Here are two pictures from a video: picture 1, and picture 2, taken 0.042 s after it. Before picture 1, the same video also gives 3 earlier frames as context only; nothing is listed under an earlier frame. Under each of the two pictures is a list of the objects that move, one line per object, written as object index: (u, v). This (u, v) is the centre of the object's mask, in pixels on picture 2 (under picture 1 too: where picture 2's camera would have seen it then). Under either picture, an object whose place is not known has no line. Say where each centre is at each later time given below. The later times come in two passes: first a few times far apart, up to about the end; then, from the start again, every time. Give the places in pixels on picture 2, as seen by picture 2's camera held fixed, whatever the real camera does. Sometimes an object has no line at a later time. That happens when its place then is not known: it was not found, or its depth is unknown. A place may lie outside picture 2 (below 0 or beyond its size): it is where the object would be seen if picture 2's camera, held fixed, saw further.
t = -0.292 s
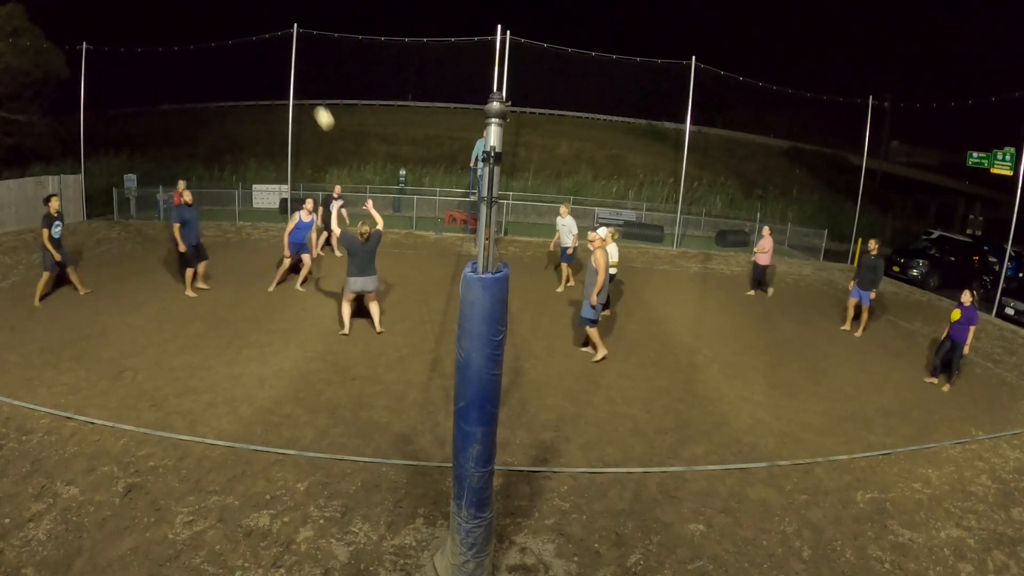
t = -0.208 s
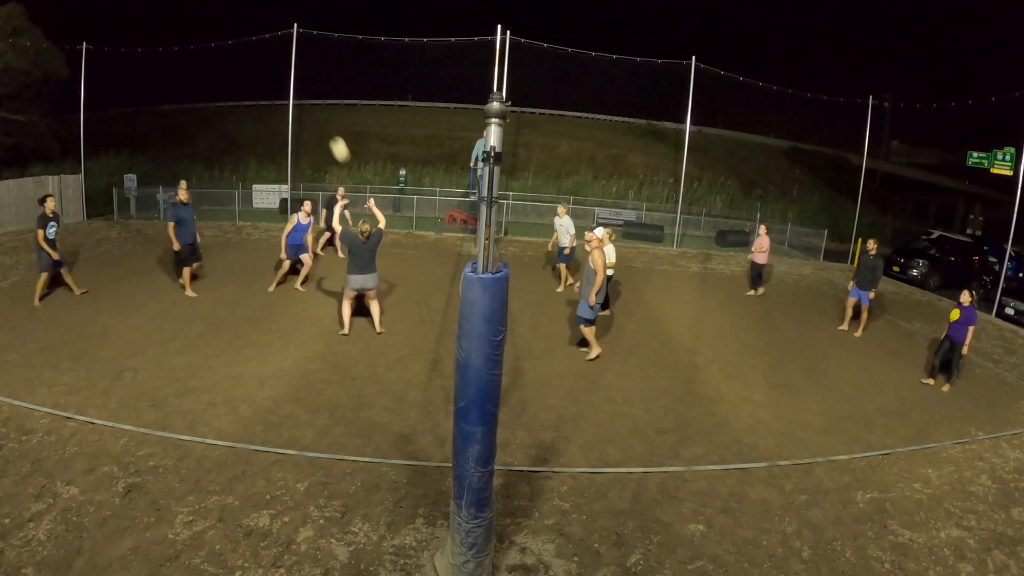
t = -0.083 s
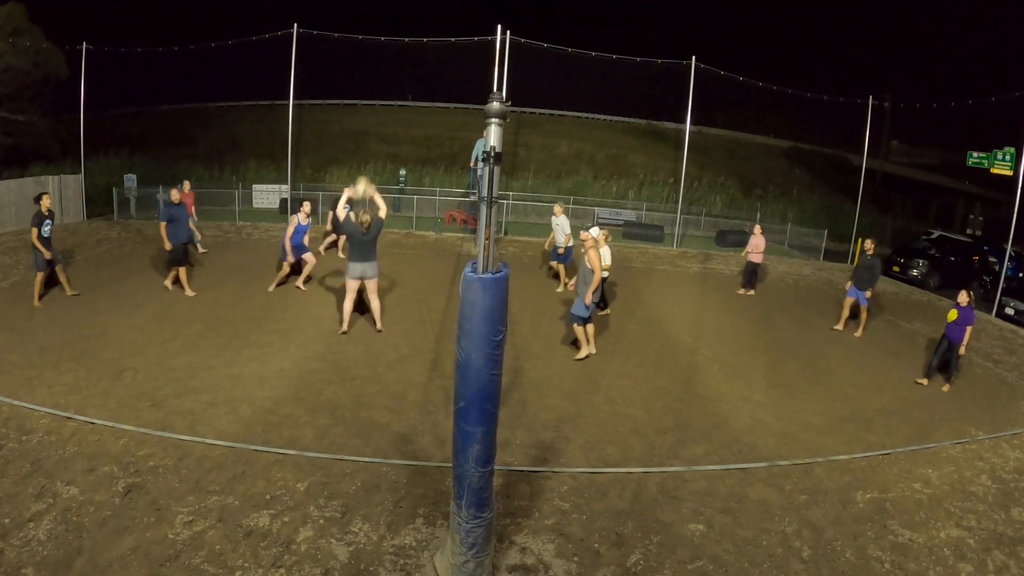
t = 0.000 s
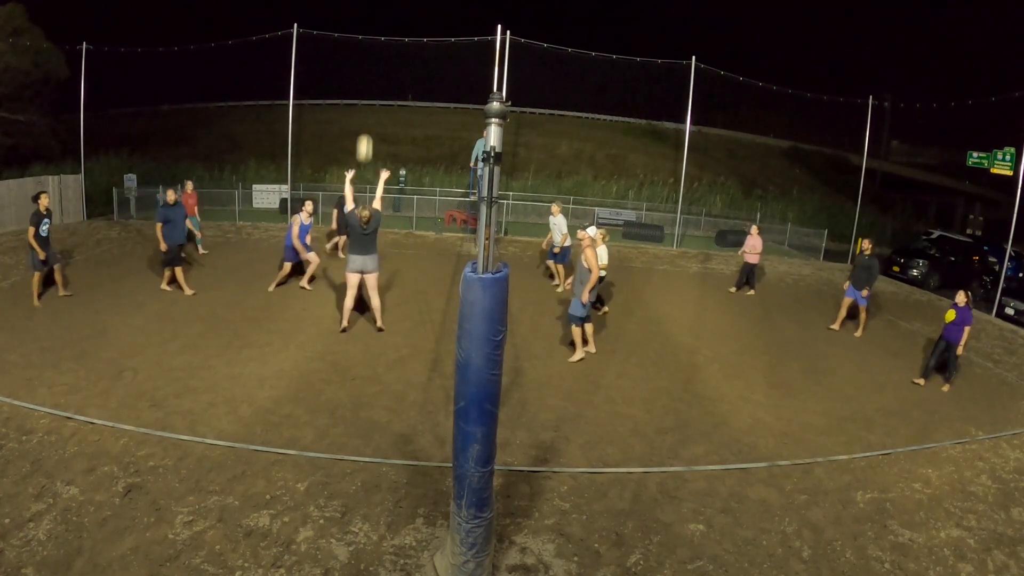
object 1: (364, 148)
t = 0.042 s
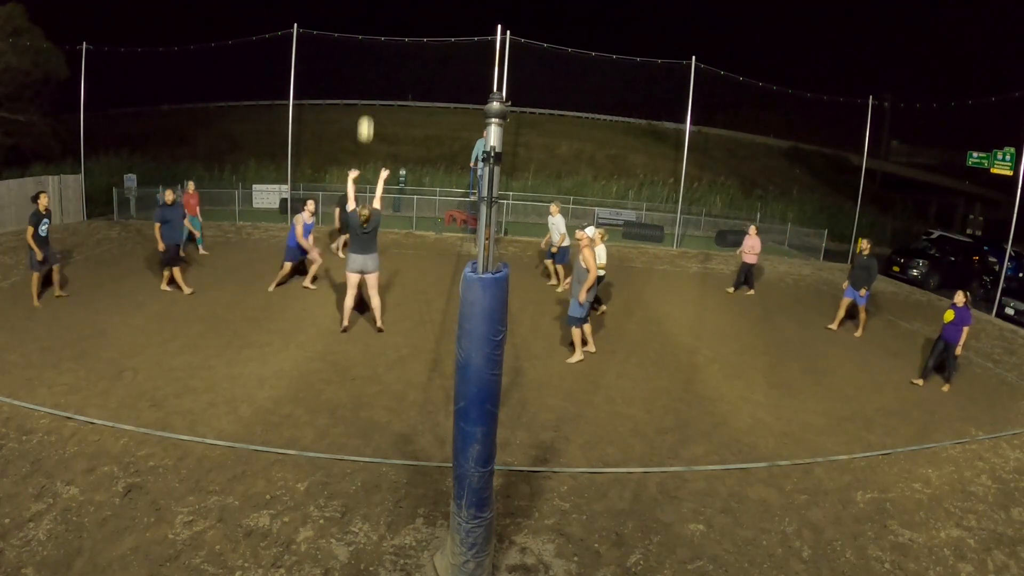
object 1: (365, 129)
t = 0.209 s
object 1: (370, 68)
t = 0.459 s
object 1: (377, 21)
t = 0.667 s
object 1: (380, 17)
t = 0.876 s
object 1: (380, 42)
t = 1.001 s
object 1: (379, 72)
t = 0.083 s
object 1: (366, 112)
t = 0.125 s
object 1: (367, 96)
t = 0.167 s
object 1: (369, 81)
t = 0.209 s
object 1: (370, 68)
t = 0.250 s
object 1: (371, 57)
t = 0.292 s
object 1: (372, 47)
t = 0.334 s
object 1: (374, 39)
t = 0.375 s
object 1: (375, 31)
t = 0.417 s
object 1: (376, 26)
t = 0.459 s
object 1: (377, 21)
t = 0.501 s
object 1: (377, 18)
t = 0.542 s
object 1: (378, 16)
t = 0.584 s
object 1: (379, 15)
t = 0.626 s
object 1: (379, 15)
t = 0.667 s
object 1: (380, 17)
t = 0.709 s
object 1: (380, 19)
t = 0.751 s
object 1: (380, 23)
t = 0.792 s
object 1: (380, 29)
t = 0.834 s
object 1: (380, 35)
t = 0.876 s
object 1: (380, 42)
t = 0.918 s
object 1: (380, 51)
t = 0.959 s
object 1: (379, 61)
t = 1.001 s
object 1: (379, 72)
